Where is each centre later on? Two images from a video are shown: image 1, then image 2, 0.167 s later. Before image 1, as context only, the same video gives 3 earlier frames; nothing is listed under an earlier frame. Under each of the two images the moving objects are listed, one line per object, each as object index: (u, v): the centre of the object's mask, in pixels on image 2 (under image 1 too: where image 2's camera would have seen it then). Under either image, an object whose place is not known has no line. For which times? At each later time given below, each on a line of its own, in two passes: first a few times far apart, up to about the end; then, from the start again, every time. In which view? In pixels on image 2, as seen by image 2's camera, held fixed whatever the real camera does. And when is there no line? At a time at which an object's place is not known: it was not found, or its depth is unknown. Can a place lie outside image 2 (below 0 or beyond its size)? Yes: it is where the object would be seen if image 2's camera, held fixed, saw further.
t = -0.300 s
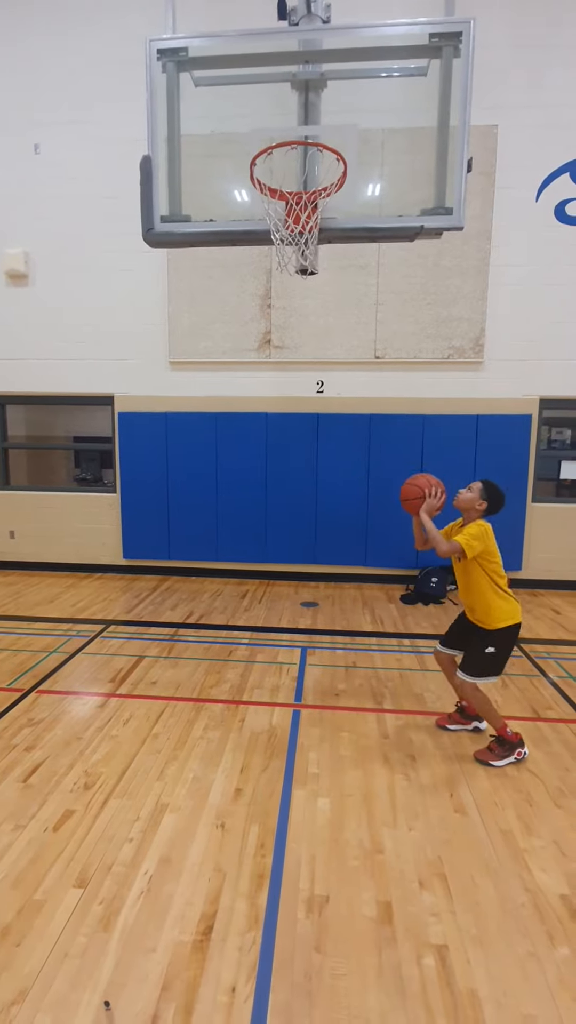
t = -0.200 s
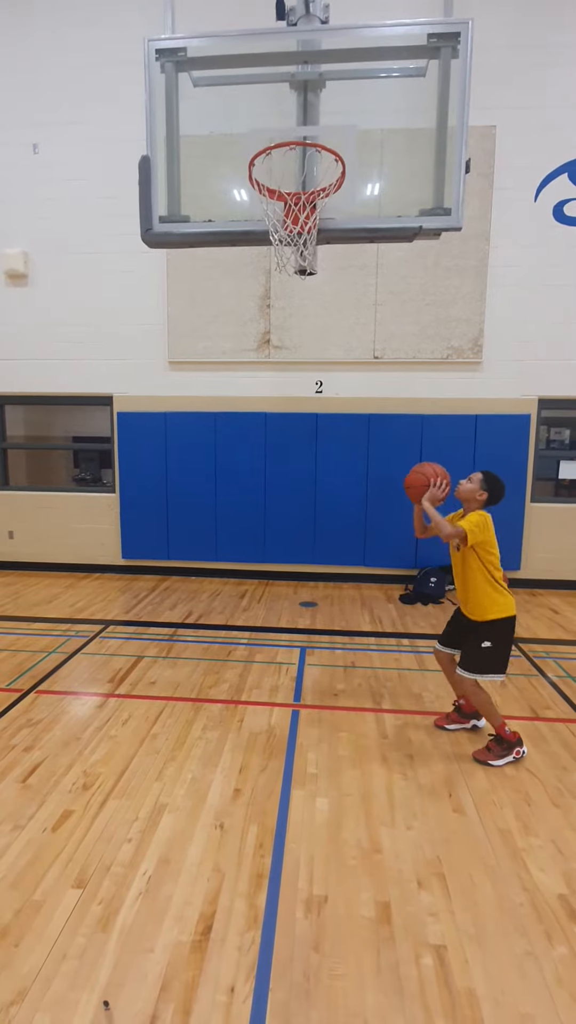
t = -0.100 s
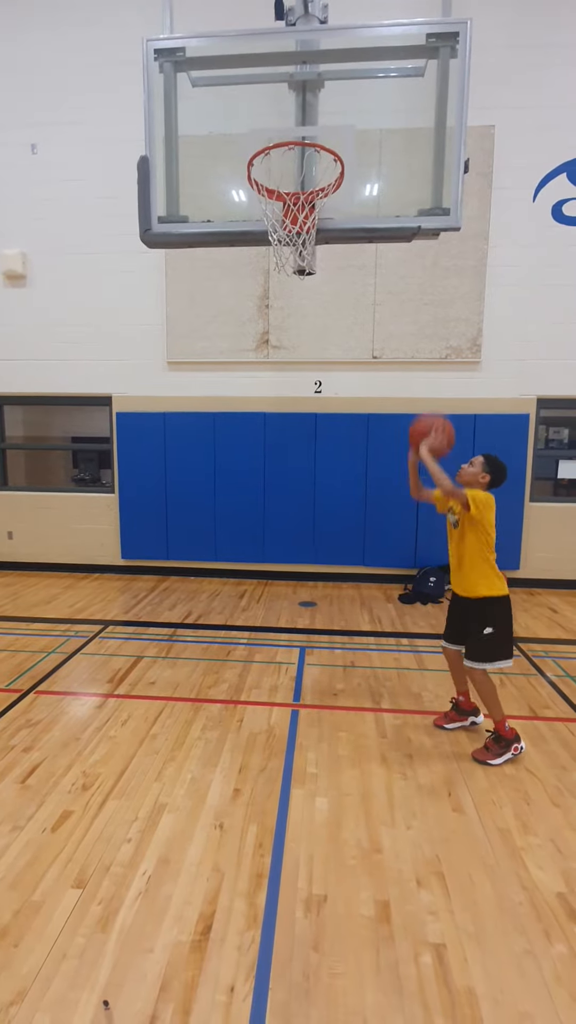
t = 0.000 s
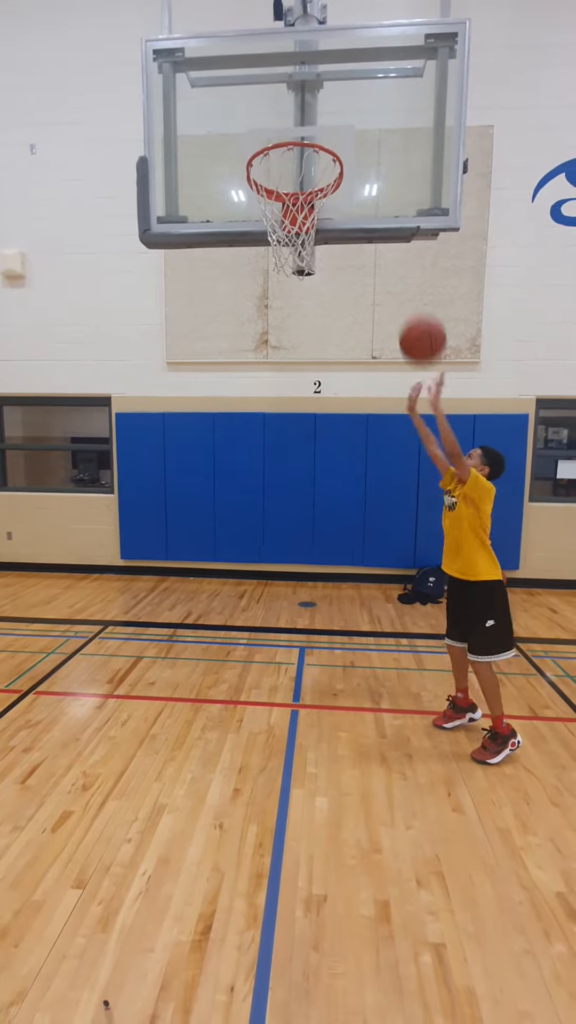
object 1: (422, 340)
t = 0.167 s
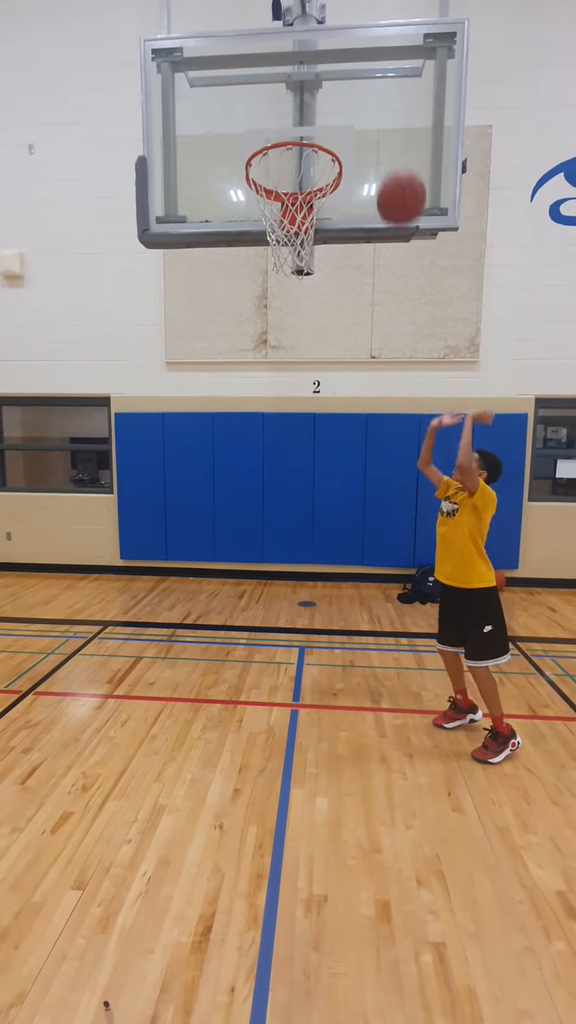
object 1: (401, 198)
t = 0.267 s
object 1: (387, 139)
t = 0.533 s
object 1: (346, 82)
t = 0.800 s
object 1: (302, 144)
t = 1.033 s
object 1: (271, 236)
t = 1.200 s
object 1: (273, 303)
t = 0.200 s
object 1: (397, 177)
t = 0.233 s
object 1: (392, 157)
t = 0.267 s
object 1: (387, 139)
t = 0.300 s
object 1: (382, 124)
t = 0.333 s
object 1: (377, 111)
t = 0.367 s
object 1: (372, 100)
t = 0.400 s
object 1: (367, 91)
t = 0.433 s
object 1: (361, 85)
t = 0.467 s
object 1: (356, 82)
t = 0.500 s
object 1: (351, 81)
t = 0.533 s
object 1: (346, 82)
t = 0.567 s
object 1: (340, 87)
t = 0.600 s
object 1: (334, 93)
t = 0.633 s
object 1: (329, 102)
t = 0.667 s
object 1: (324, 113)
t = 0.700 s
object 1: (318, 123)
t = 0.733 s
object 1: (313, 133)
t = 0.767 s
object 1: (307, 138)
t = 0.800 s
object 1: (302, 144)
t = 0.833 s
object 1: (296, 153)
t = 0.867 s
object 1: (292, 167)
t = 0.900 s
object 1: (286, 176)
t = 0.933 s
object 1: (280, 190)
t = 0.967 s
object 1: (279, 209)
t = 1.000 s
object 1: (274, 221)
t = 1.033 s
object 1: (271, 236)
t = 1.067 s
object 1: (271, 245)
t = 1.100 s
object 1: (272, 259)
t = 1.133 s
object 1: (272, 273)
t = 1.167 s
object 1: (273, 286)
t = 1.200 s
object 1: (273, 303)
